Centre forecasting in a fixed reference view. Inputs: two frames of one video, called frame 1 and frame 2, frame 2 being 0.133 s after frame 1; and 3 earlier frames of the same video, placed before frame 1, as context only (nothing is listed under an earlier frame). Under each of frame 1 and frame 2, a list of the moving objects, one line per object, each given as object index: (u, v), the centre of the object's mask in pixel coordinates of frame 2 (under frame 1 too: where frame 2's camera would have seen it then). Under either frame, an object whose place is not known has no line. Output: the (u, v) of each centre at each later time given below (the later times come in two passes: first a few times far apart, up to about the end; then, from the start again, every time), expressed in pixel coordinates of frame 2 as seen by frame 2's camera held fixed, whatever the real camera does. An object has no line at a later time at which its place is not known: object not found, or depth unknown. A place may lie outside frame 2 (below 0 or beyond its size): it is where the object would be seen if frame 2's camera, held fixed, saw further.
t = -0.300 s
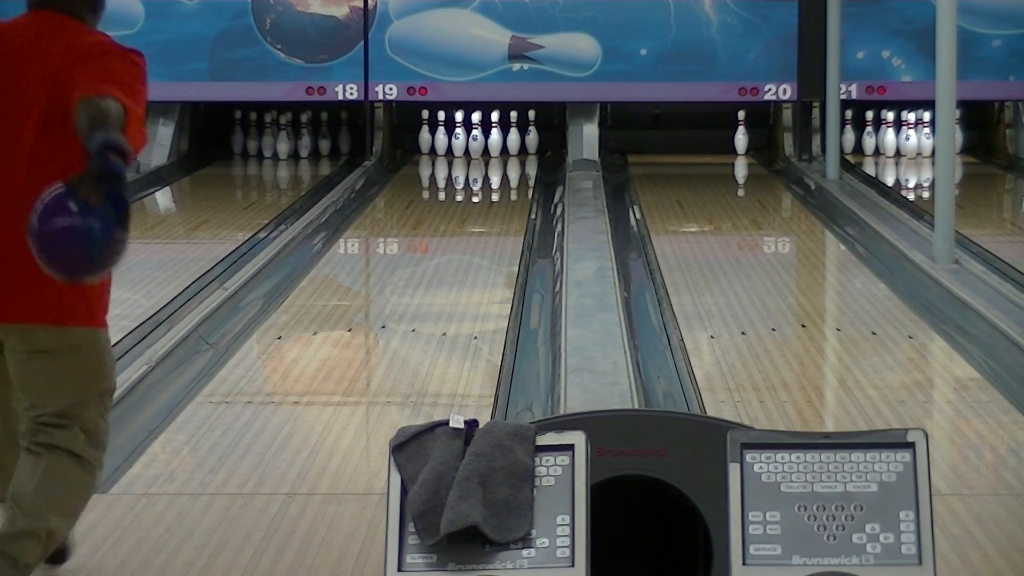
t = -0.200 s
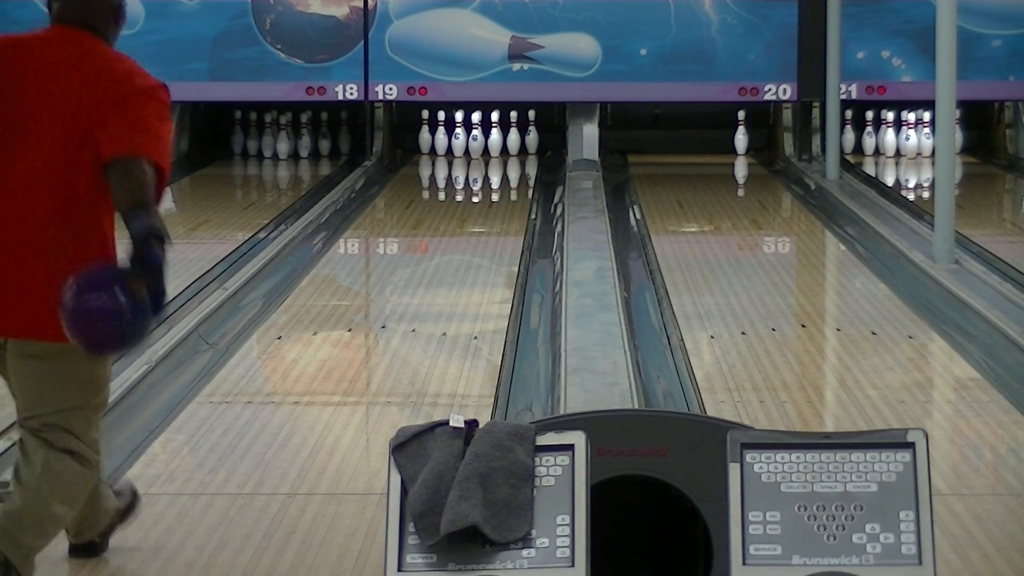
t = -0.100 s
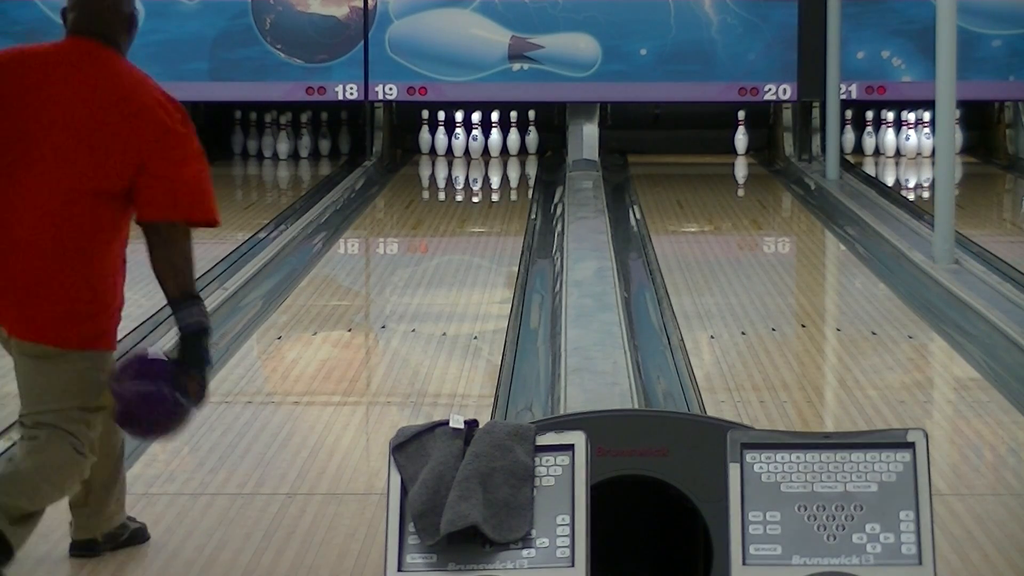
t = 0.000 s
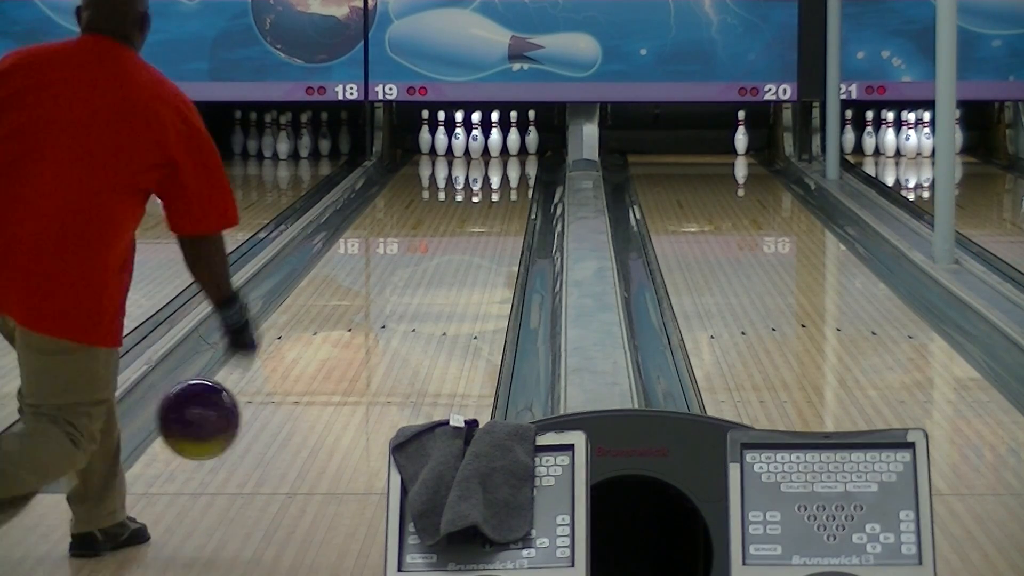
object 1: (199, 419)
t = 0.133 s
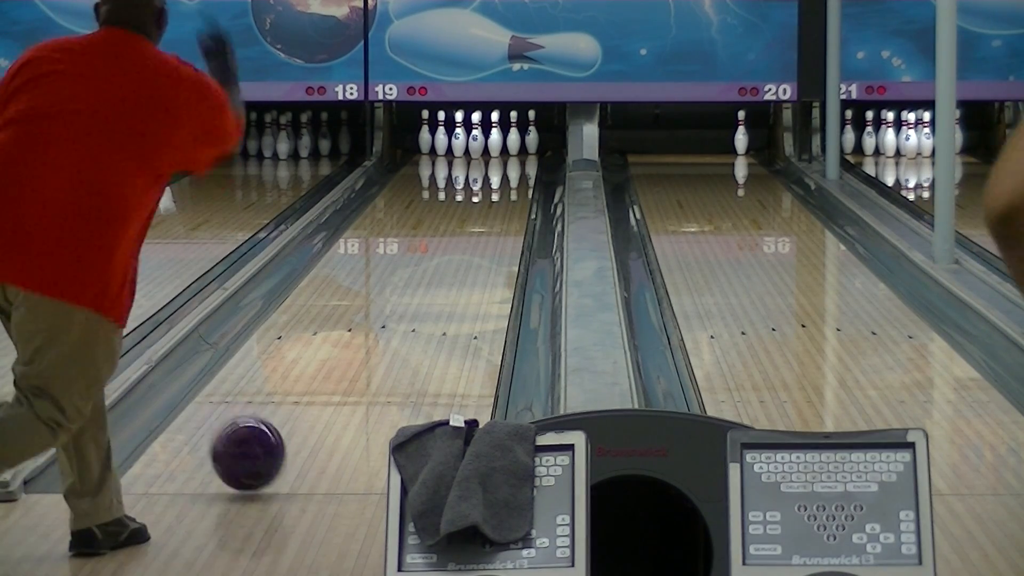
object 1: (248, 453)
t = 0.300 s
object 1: (293, 408)
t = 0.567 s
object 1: (348, 349)
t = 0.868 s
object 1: (393, 299)
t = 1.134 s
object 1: (422, 265)
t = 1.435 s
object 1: (447, 234)
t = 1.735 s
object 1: (466, 210)
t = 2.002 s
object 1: (479, 192)
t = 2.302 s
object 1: (489, 175)
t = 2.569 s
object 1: (491, 165)
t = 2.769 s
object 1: (486, 156)
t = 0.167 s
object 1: (259, 441)
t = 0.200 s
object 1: (268, 427)
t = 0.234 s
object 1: (277, 417)
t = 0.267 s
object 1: (285, 411)
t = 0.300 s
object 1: (293, 408)
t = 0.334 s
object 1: (301, 399)
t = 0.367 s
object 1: (309, 391)
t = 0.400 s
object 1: (316, 383)
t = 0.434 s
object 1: (323, 376)
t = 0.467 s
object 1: (330, 369)
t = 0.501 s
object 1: (336, 362)
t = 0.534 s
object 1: (342, 356)
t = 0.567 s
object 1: (348, 349)
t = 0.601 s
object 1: (354, 342)
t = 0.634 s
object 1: (359, 336)
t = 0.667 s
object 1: (364, 330)
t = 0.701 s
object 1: (369, 324)
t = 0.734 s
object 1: (374, 319)
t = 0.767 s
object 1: (379, 314)
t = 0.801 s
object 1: (384, 309)
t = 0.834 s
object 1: (388, 303)
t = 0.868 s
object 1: (393, 299)
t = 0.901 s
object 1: (396, 295)
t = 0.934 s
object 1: (401, 290)
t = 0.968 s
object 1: (404, 286)
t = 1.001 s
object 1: (408, 282)
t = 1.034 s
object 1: (412, 278)
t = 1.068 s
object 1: (416, 273)
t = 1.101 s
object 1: (419, 269)
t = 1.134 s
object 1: (422, 265)
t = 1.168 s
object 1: (425, 261)
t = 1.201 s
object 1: (428, 258)
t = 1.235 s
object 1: (431, 254)
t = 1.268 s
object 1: (434, 251)
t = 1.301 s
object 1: (437, 247)
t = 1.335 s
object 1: (440, 244)
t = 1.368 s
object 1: (442, 241)
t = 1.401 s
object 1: (445, 238)
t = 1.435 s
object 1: (447, 234)
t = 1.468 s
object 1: (449, 232)
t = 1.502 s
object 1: (452, 229)
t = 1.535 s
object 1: (454, 226)
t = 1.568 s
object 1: (457, 223)
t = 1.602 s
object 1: (458, 220)
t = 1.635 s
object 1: (461, 218)
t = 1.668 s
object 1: (462, 215)
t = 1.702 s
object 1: (463, 212)
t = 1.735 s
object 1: (466, 210)
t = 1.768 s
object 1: (468, 208)
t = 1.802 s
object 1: (470, 205)
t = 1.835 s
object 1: (471, 203)
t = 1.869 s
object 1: (473, 201)
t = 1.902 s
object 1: (475, 199)
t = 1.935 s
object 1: (476, 196)
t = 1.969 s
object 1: (478, 194)
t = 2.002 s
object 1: (479, 192)
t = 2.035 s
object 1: (481, 190)
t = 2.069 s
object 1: (481, 188)
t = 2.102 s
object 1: (483, 186)
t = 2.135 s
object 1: (483, 184)
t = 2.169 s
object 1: (485, 183)
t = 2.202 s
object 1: (486, 181)
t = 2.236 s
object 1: (487, 179)
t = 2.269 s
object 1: (488, 177)
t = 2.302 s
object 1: (489, 175)
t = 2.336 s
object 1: (489, 174)
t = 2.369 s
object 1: (490, 172)
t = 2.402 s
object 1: (490, 171)
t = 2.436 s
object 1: (490, 170)
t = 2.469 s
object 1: (491, 168)
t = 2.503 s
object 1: (491, 166)
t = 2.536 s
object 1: (491, 165)
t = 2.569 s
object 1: (491, 165)
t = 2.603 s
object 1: (490, 163)
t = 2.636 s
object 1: (490, 161)
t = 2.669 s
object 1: (489, 159)
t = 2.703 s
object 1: (488, 158)
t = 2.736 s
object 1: (487, 157)
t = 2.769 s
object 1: (486, 156)
